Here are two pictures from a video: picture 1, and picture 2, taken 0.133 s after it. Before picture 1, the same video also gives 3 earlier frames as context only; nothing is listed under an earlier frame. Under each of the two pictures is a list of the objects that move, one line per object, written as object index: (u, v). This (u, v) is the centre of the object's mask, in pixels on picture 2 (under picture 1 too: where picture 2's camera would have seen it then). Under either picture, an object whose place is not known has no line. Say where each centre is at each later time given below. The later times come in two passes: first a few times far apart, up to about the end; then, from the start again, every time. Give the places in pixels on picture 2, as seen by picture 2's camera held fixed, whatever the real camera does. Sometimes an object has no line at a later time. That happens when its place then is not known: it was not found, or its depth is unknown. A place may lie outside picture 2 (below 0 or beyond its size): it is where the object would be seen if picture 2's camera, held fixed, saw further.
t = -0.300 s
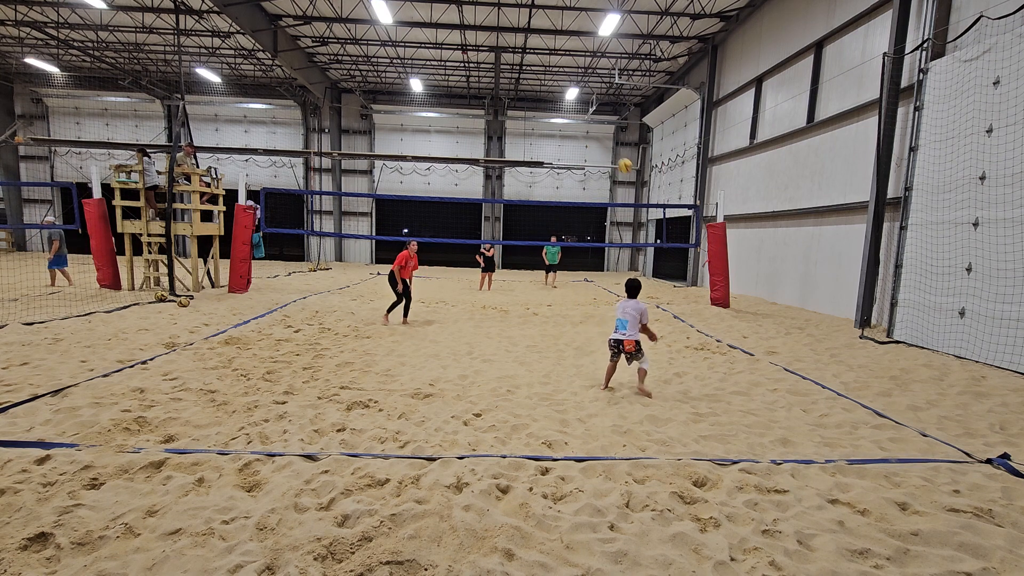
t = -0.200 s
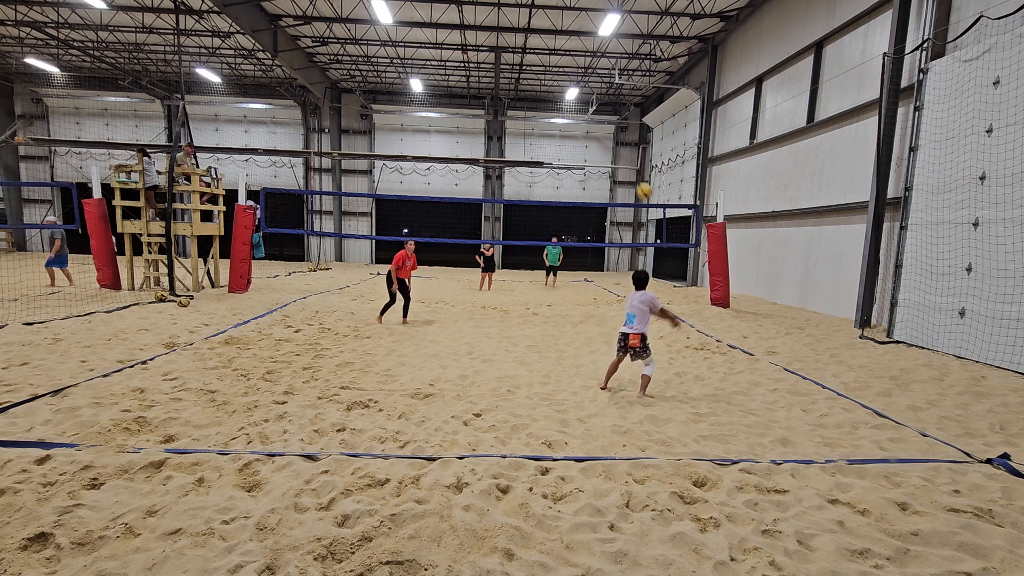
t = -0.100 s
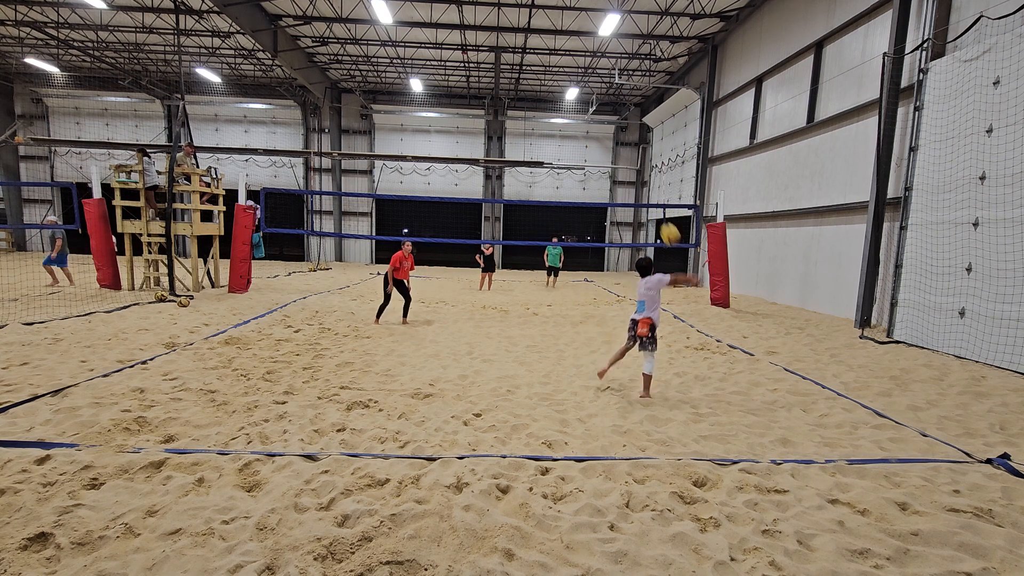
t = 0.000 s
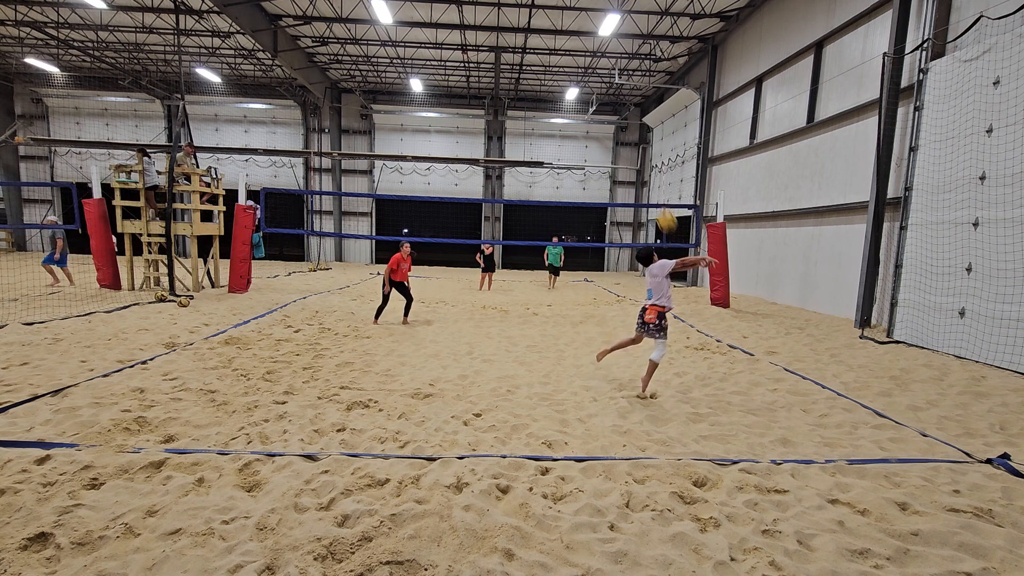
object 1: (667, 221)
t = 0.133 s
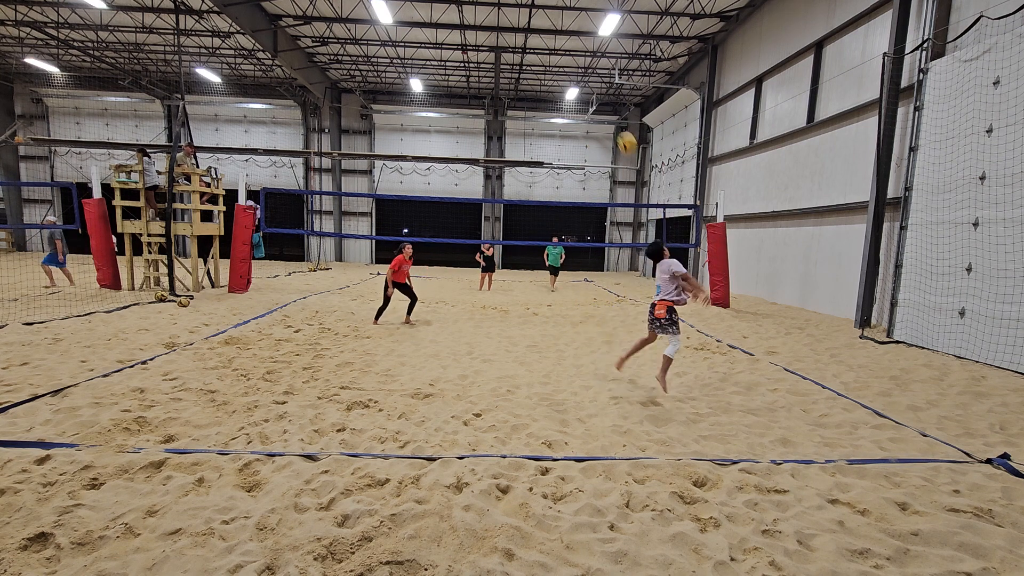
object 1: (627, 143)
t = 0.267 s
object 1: (591, 91)
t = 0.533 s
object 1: (528, 40)
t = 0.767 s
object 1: (481, 45)
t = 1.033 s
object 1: (437, 89)
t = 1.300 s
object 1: (402, 164)
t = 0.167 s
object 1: (618, 129)
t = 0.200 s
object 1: (609, 114)
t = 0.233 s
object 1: (600, 102)
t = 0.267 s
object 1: (591, 91)
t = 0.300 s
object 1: (583, 80)
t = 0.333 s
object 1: (574, 71)
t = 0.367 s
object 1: (566, 64)
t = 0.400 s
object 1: (558, 57)
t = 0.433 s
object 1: (550, 52)
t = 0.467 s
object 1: (542, 47)
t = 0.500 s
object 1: (535, 43)
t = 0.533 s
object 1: (528, 40)
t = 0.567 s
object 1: (521, 38)
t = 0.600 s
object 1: (514, 38)
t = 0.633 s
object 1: (507, 37)
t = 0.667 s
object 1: (500, 37)
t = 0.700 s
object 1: (494, 39)
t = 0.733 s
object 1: (487, 42)
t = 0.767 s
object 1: (481, 45)
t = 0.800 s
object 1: (475, 48)
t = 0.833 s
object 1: (470, 52)
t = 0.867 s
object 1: (464, 56)
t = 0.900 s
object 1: (458, 61)
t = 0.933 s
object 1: (453, 68)
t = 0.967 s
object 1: (447, 75)
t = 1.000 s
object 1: (442, 81)
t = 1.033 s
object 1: (437, 89)
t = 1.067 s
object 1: (433, 97)
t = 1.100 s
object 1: (428, 105)
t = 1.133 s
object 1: (423, 114)
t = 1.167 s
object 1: (419, 124)
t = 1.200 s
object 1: (414, 133)
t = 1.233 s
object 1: (410, 144)
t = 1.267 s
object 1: (406, 155)
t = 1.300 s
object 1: (402, 164)
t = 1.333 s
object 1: (398, 176)
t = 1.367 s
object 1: (395, 188)
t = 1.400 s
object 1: (391, 200)
